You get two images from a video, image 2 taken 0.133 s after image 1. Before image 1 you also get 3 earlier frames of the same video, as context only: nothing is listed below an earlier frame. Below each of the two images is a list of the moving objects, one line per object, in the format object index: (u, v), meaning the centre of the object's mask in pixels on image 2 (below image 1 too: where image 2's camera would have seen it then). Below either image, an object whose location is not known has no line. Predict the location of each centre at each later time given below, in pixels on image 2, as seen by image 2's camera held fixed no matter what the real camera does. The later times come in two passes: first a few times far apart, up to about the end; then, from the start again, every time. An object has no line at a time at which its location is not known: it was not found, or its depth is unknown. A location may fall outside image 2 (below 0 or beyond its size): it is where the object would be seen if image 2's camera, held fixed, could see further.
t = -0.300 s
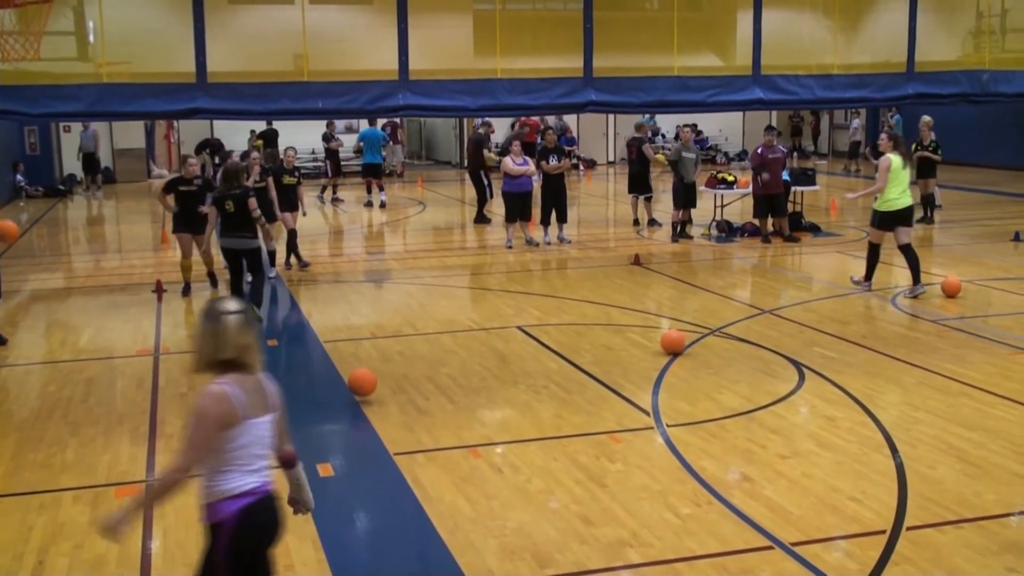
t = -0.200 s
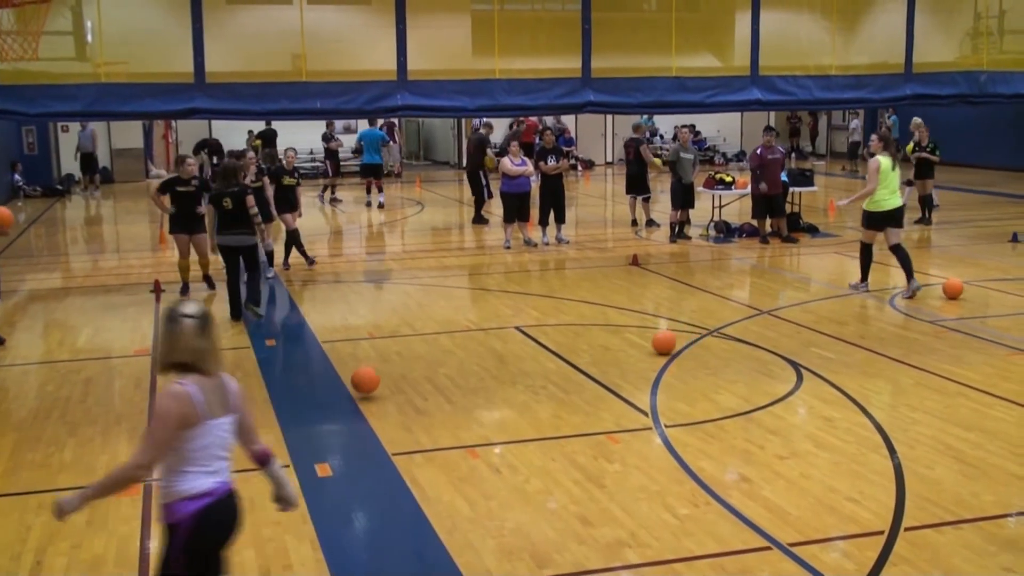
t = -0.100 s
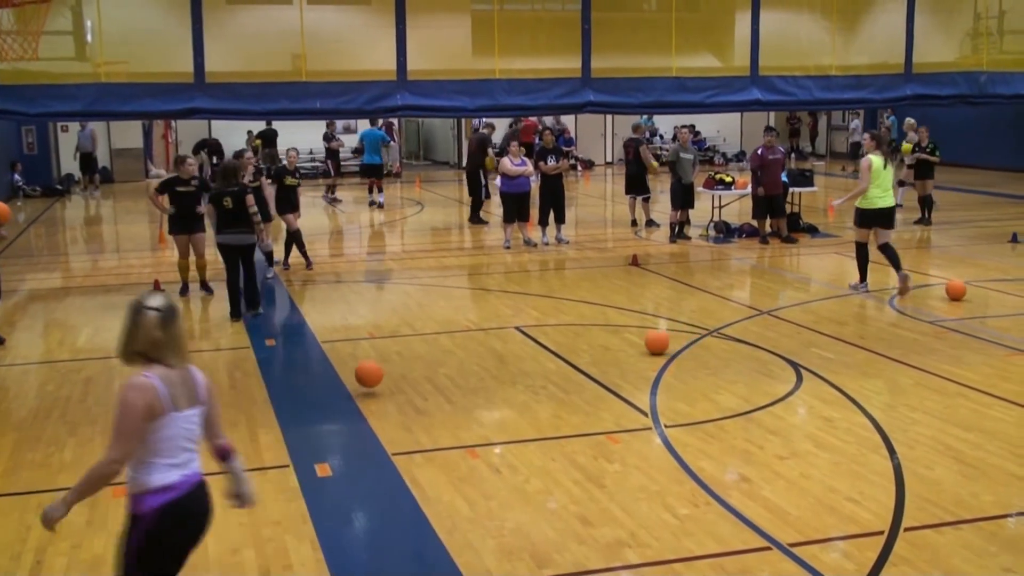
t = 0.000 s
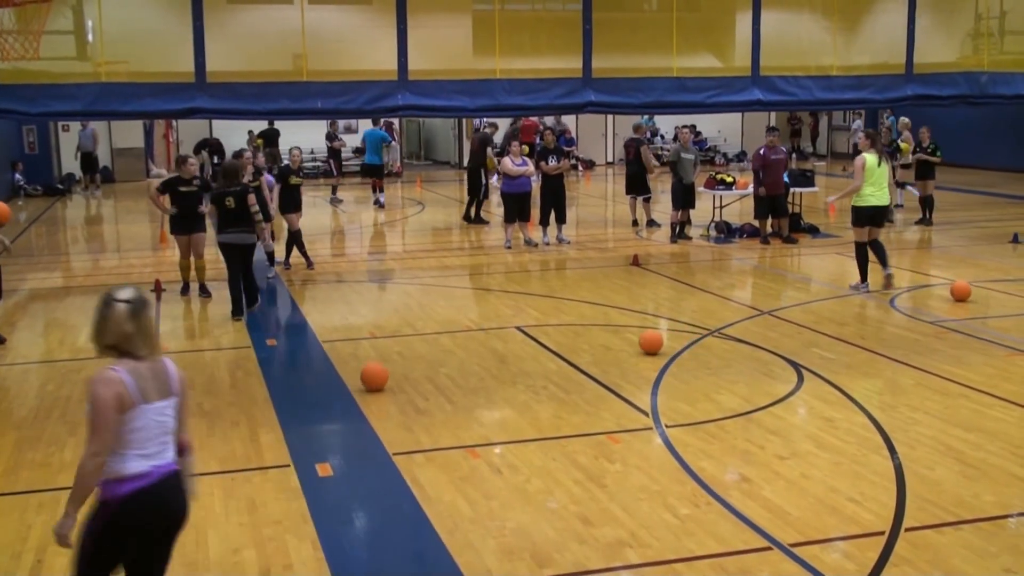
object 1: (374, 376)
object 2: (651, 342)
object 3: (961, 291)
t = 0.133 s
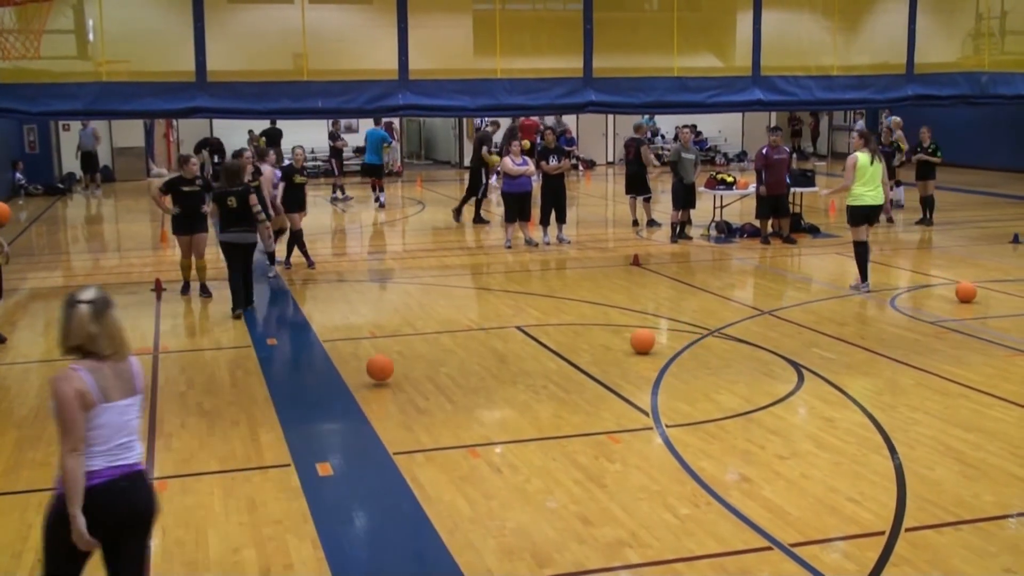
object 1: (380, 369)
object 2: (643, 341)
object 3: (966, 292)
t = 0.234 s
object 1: (384, 367)
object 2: (635, 341)
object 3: (969, 293)
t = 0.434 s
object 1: (391, 361)
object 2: (622, 341)
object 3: (977, 295)
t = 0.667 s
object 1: (400, 354)
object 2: (607, 341)
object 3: (986, 297)
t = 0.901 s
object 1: (409, 348)
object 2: (593, 341)
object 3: (994, 299)
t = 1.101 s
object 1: (416, 343)
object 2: (581, 341)
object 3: (1002, 300)
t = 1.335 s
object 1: (424, 337)
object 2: (568, 341)
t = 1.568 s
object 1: (432, 332)
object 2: (554, 342)
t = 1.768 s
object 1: (438, 327)
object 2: (542, 342)
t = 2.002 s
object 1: (445, 322)
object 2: (529, 343)
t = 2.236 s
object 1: (452, 318)
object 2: (516, 344)
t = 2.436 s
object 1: (457, 315)
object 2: (507, 344)
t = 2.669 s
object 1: (464, 311)
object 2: (495, 345)
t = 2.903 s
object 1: (470, 307)
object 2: (482, 347)
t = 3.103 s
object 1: (475, 304)
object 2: (472, 348)
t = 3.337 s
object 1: (481, 301)
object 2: (461, 349)
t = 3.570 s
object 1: (487, 298)
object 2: (451, 350)
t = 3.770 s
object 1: (492, 295)
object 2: (442, 351)
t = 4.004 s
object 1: (498, 292)
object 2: (433, 352)
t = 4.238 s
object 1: (504, 290)
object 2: (424, 354)
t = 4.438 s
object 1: (509, 288)
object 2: (416, 355)
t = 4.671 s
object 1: (515, 286)
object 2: (407, 356)
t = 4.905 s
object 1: (521, 284)
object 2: (398, 358)
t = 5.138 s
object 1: (527, 282)
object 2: (391, 360)
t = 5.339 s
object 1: (532, 280)
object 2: (384, 361)
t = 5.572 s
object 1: (538, 278)
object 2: (378, 363)
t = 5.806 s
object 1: (544, 276)
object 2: (373, 365)
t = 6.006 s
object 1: (549, 275)
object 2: (368, 366)
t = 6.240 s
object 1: (555, 273)
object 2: (363, 368)
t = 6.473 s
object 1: (560, 271)
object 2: (358, 370)
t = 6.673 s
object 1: (565, 271)
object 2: (353, 371)
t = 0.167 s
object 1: (381, 370)
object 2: (640, 341)
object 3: (967, 293)
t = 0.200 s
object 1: (383, 369)
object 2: (638, 341)
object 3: (968, 293)
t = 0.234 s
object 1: (384, 367)
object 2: (635, 341)
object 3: (969, 293)
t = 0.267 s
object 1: (385, 365)
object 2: (633, 341)
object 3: (971, 293)
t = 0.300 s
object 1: (386, 364)
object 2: (631, 341)
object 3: (972, 294)
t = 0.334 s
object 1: (387, 364)
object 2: (629, 341)
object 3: (973, 294)
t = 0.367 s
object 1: (388, 364)
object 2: (626, 341)
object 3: (975, 294)
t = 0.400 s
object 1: (390, 362)
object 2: (624, 341)
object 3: (976, 294)
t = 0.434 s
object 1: (391, 361)
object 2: (622, 341)
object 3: (977, 295)
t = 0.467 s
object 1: (392, 361)
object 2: (619, 341)
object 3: (978, 295)
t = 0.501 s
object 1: (394, 360)
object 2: (617, 341)
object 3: (980, 296)
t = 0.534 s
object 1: (395, 359)
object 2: (615, 341)
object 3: (981, 296)
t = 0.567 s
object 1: (396, 357)
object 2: (613, 341)
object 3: (982, 297)
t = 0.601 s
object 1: (398, 356)
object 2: (612, 341)
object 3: (984, 297)
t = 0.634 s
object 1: (399, 356)
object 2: (610, 341)
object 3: (985, 297)
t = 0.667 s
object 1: (400, 354)
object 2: (607, 341)
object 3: (986, 297)
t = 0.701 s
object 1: (402, 354)
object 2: (605, 341)
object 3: (987, 297)
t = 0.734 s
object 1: (403, 353)
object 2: (603, 341)
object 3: (989, 298)
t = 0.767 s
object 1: (404, 352)
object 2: (601, 341)
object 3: (990, 298)
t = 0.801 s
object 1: (405, 351)
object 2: (599, 341)
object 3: (991, 298)
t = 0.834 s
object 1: (406, 350)
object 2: (598, 341)
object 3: (992, 299)
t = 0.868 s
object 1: (408, 350)
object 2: (596, 341)
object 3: (993, 299)
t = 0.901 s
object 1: (409, 348)
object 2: (593, 341)
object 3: (994, 299)
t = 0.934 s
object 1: (411, 347)
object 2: (591, 341)
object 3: (996, 299)
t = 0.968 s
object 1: (412, 346)
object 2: (589, 341)
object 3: (997, 300)
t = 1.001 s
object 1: (413, 345)
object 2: (587, 341)
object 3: (998, 300)
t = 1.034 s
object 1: (414, 344)
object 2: (585, 341)
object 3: (999, 300)
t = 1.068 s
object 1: (415, 344)
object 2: (583, 341)
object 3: (1000, 300)
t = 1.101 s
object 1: (416, 343)
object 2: (581, 341)
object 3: (1002, 300)
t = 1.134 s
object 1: (418, 342)
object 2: (579, 341)
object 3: (1003, 301)
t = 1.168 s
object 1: (419, 341)
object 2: (578, 341)
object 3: (1005, 301)
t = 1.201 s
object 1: (420, 340)
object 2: (576, 341)
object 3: (1005, 301)
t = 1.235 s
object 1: (420, 340)
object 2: (574, 341)
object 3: (1007, 302)
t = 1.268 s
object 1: (422, 339)
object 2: (571, 341)
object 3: (1008, 302)
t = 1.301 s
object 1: (423, 338)
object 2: (570, 341)
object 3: (1009, 302)
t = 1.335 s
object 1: (424, 337)
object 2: (568, 341)
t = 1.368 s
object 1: (425, 336)
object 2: (566, 341)
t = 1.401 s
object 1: (426, 335)
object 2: (563, 342)
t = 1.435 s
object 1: (427, 335)
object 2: (562, 342)
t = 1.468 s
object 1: (429, 334)
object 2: (560, 342)
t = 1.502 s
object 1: (430, 333)
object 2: (558, 341)
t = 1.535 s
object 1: (431, 332)
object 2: (556, 341)
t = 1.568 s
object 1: (432, 332)
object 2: (554, 342)
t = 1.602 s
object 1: (433, 331)
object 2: (552, 342)
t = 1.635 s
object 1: (434, 330)
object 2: (550, 342)
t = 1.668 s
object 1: (435, 330)
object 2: (548, 342)
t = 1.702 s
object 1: (436, 329)
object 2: (546, 342)
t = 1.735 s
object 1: (437, 329)
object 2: (544, 343)
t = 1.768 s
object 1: (438, 327)
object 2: (542, 342)
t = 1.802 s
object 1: (439, 327)
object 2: (540, 343)
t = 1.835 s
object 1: (440, 326)
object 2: (538, 342)
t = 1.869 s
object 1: (441, 325)
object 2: (536, 343)
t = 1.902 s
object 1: (442, 324)
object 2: (534, 343)
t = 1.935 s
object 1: (443, 323)
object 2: (533, 343)
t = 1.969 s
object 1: (444, 323)
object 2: (531, 343)
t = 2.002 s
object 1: (445, 322)
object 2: (529, 343)
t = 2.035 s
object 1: (446, 322)
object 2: (527, 343)
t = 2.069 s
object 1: (447, 321)
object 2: (525, 343)
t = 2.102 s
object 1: (448, 321)
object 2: (524, 343)
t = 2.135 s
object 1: (449, 320)
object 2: (522, 343)
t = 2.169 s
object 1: (450, 320)
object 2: (520, 343)
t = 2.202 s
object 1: (451, 319)
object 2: (518, 343)
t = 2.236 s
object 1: (452, 318)
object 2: (516, 344)
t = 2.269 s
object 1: (453, 318)
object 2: (515, 344)
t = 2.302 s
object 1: (453, 317)
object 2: (514, 344)
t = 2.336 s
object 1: (455, 316)
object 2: (512, 344)
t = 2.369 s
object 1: (455, 316)
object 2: (510, 344)
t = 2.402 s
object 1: (456, 315)
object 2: (509, 344)
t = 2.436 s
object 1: (457, 315)
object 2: (507, 344)
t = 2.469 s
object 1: (458, 314)
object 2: (505, 344)
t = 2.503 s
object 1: (459, 313)
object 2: (503, 344)
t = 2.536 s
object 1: (460, 313)
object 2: (501, 345)
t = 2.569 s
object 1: (461, 312)
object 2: (500, 345)
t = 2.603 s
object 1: (462, 312)
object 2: (498, 345)
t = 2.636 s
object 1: (463, 311)
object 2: (496, 345)
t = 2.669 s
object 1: (464, 311)
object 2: (495, 345)
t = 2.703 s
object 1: (464, 310)
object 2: (493, 346)
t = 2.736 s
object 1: (465, 310)
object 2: (491, 346)
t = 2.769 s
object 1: (466, 310)
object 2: (489, 346)
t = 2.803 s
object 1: (467, 309)
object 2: (487, 346)
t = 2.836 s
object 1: (468, 308)
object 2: (486, 346)
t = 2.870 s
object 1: (469, 308)
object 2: (484, 346)
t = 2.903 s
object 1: (470, 307)
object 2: (482, 347)
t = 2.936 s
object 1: (471, 307)
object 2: (480, 347)
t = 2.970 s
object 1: (472, 306)
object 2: (479, 347)
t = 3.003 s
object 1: (473, 306)
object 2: (477, 347)
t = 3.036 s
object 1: (473, 305)
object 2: (475, 347)
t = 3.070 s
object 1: (474, 305)
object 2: (474, 347)
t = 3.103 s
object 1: (475, 304)
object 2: (472, 348)
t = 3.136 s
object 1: (476, 304)
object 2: (470, 348)
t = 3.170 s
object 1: (477, 303)
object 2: (469, 348)
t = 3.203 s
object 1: (478, 303)
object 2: (467, 348)
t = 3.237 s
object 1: (478, 303)
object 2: (465, 348)
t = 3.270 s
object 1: (479, 302)
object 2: (464, 348)
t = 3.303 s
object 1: (480, 302)
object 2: (463, 348)
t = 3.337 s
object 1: (481, 301)
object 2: (461, 349)
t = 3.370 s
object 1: (482, 301)
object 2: (459, 349)
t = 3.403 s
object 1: (483, 300)
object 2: (458, 349)
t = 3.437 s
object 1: (484, 300)
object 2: (456, 349)
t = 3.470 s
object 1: (485, 299)
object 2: (455, 349)
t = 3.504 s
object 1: (485, 299)
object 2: (453, 350)
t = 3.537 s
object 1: (486, 298)
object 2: (452, 350)
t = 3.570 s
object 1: (487, 298)
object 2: (451, 350)
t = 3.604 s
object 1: (488, 297)
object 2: (449, 350)
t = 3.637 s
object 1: (489, 297)
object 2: (448, 350)
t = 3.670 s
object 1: (490, 297)
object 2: (446, 350)
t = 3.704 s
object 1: (490, 296)
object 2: (445, 350)
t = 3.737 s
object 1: (491, 296)
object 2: (444, 351)
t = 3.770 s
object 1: (492, 295)
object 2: (442, 351)
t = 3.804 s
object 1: (493, 295)
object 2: (441, 351)
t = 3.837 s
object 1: (494, 295)
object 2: (440, 351)
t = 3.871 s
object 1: (494, 294)
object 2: (439, 351)
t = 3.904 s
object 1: (495, 294)
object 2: (437, 352)
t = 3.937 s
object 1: (496, 293)
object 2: (436, 352)
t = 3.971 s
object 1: (497, 293)
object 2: (435, 352)
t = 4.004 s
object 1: (498, 292)
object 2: (433, 352)
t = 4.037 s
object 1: (499, 292)
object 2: (432, 352)
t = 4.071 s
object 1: (500, 292)
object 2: (431, 352)
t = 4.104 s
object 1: (500, 291)
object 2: (429, 352)
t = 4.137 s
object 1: (501, 291)
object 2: (428, 353)
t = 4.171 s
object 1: (502, 291)
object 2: (427, 353)
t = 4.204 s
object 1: (503, 290)
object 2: (425, 354)
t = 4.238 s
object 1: (504, 290)
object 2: (424, 354)
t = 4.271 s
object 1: (505, 290)
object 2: (423, 354)
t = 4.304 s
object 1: (506, 290)
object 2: (421, 354)
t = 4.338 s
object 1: (507, 289)
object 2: (420, 354)
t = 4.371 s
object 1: (507, 289)
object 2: (418, 355)
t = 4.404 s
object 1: (508, 288)
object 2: (417, 355)
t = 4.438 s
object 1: (509, 288)
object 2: (416, 355)
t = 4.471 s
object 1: (510, 288)
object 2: (414, 355)
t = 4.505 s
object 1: (511, 287)
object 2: (413, 356)
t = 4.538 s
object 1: (512, 287)
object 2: (412, 356)
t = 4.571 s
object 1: (513, 287)
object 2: (410, 356)
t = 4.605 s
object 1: (514, 287)
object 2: (409, 356)
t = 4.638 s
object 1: (515, 286)
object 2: (408, 356)
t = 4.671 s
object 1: (515, 286)
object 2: (407, 356)
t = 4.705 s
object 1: (516, 286)
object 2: (405, 356)
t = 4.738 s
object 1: (517, 285)
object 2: (404, 357)
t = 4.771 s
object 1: (518, 285)
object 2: (403, 357)
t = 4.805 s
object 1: (519, 285)
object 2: (402, 358)
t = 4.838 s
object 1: (520, 284)
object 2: (401, 358)
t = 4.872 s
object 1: (520, 284)
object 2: (399, 358)
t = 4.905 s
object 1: (521, 284)
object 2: (398, 358)
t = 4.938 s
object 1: (522, 283)
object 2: (397, 359)
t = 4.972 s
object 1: (523, 283)
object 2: (396, 359)
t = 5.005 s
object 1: (524, 283)
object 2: (395, 359)
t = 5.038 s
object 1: (525, 282)
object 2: (394, 360)
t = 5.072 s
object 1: (526, 282)
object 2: (393, 360)
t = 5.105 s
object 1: (526, 282)
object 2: (392, 360)
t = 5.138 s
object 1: (527, 282)
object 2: (391, 360)
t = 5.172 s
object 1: (528, 281)
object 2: (390, 360)
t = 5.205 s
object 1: (529, 281)
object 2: (389, 361)
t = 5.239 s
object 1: (530, 281)
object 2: (388, 361)
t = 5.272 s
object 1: (530, 281)
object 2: (387, 361)
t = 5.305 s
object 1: (531, 280)
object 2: (385, 361)
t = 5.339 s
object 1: (532, 280)
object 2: (384, 361)
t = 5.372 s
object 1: (533, 280)
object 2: (384, 362)
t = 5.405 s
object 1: (534, 279)
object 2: (383, 362)
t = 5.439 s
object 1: (535, 279)
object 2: (382, 362)
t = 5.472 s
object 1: (535, 279)
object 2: (381, 363)
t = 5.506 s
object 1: (537, 279)
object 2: (380, 362)
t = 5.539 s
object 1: (538, 278)
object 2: (379, 363)
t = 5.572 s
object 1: (538, 278)
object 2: (378, 363)
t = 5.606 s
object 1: (539, 278)
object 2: (378, 364)
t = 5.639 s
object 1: (540, 278)
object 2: (377, 364)
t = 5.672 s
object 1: (541, 277)
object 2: (376, 364)
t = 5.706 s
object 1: (541, 277)
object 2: (375, 365)
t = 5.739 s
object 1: (542, 277)
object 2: (374, 365)
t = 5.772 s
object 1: (543, 276)
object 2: (374, 365)
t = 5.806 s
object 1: (544, 276)
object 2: (373, 365)
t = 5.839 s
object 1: (545, 276)
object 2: (372, 365)
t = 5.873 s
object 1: (546, 276)
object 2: (371, 365)
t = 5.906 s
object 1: (547, 276)
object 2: (371, 366)
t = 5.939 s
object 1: (548, 275)
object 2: (370, 366)
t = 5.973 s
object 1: (548, 275)
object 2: (369, 366)
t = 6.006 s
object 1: (549, 275)
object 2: (368, 366)
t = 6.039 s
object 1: (550, 274)
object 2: (368, 367)
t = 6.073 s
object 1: (551, 274)
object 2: (367, 367)
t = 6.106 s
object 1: (552, 274)
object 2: (366, 367)
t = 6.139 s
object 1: (552, 273)
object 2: (365, 368)
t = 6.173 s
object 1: (553, 273)
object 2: (364, 368)
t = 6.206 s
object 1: (554, 273)
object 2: (363, 368)
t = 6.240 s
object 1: (555, 273)
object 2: (363, 368)
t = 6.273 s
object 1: (556, 273)
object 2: (362, 369)
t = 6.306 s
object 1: (556, 272)
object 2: (361, 368)
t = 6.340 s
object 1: (557, 272)
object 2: (361, 369)
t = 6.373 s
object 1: (558, 272)
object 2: (360, 369)
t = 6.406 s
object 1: (559, 272)
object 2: (359, 369)
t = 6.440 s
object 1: (560, 272)
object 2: (358, 370)
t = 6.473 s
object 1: (560, 271)
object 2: (358, 370)
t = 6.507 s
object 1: (561, 271)
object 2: (357, 370)
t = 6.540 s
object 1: (562, 271)
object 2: (356, 371)
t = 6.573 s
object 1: (563, 271)
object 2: (356, 371)
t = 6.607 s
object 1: (564, 271)
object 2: (355, 371)
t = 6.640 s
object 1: (565, 271)
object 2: (354, 371)
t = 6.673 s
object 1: (565, 271)
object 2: (353, 371)
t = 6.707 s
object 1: (566, 271)
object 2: (353, 372)
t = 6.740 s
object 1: (566, 271)
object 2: (351, 372)
